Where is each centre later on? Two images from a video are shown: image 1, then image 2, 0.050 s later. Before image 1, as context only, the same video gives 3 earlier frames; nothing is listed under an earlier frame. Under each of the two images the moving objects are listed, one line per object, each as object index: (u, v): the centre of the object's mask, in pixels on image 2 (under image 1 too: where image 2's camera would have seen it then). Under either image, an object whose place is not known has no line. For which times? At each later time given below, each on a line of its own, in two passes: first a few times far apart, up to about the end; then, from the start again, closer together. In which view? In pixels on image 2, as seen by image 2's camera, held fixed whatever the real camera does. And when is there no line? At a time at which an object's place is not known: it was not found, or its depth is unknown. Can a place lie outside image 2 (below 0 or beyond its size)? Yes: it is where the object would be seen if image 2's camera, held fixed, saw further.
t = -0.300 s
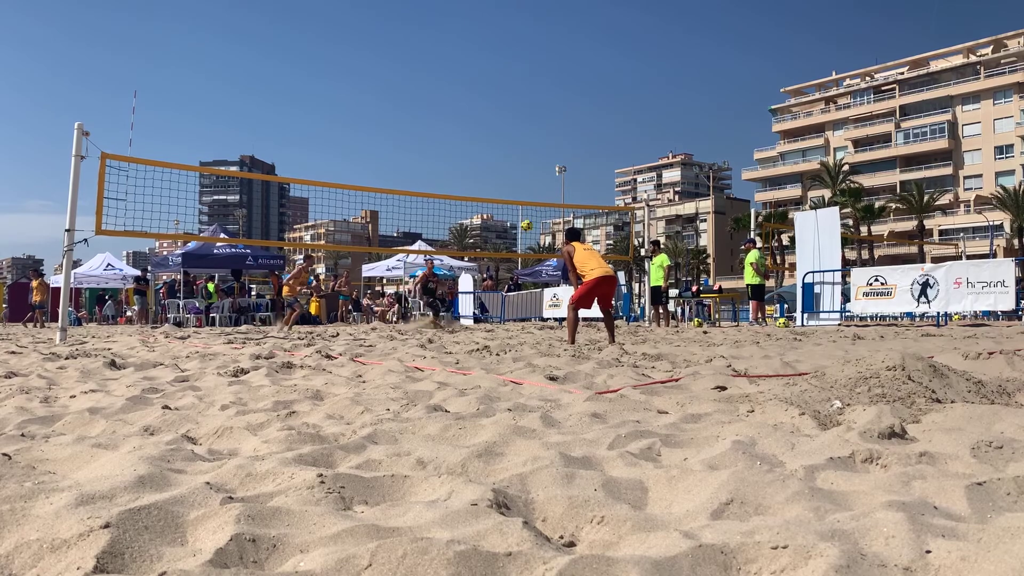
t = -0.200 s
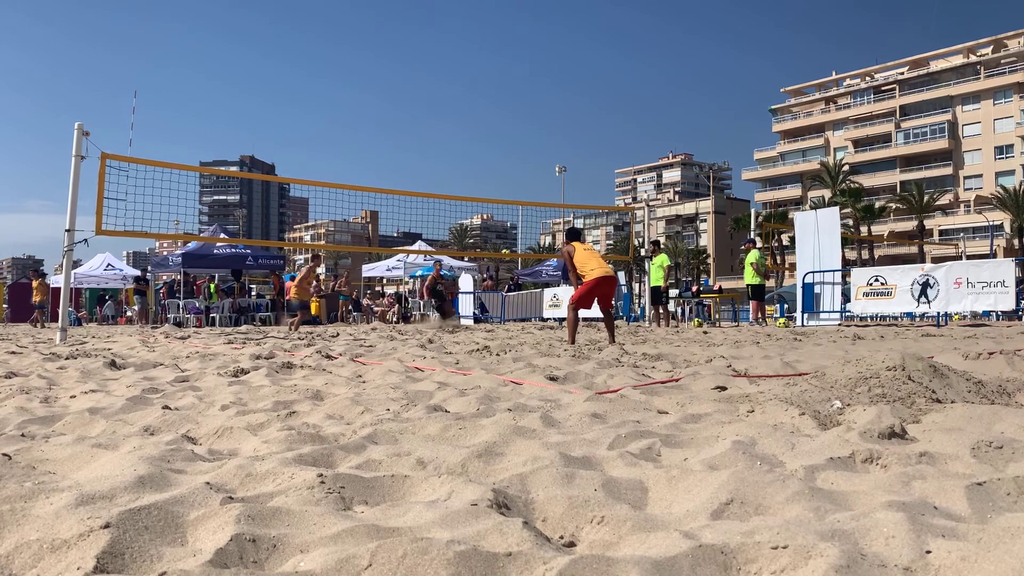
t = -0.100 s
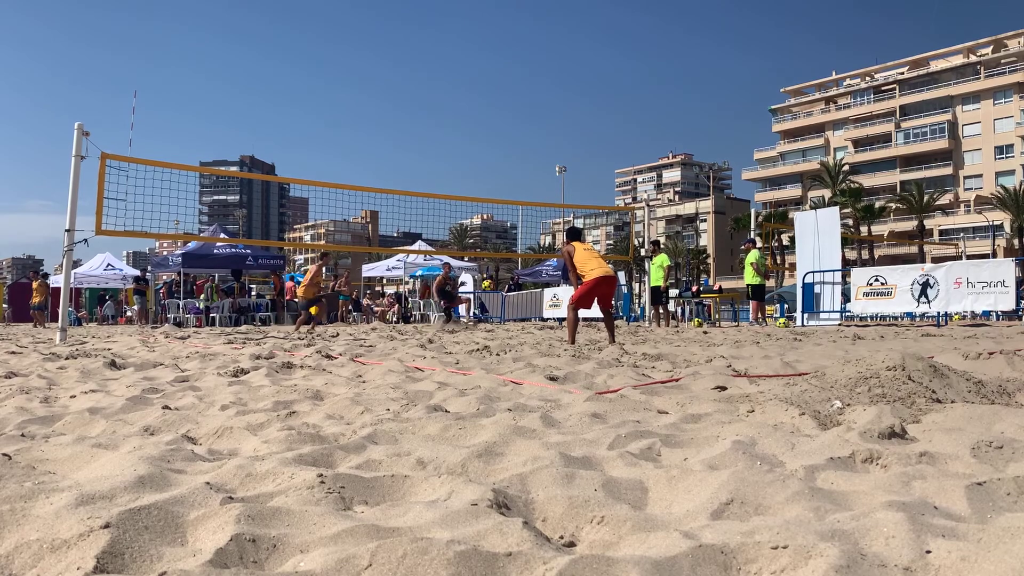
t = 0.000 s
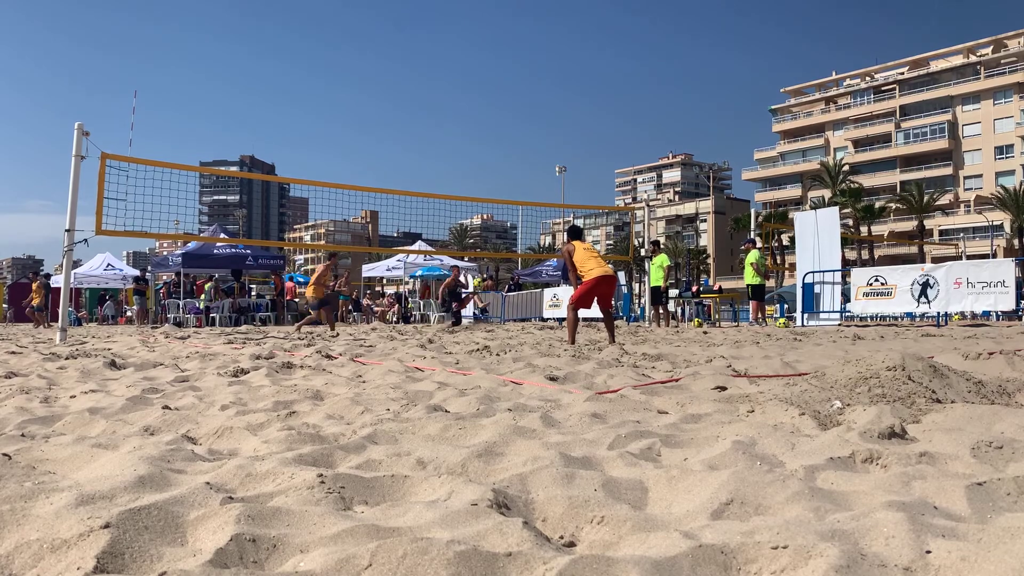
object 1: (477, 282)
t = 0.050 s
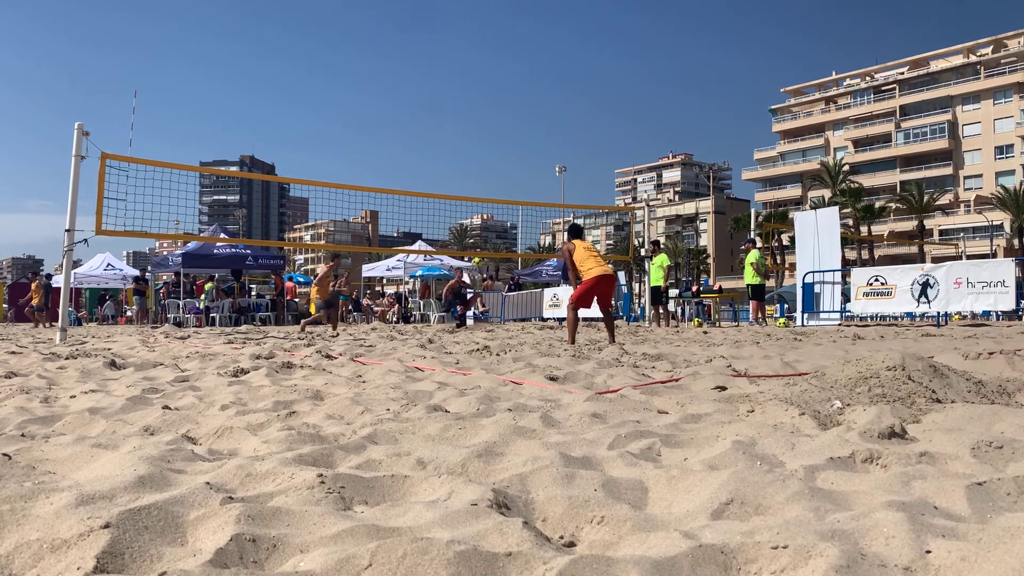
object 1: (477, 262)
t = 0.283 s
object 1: (471, 176)
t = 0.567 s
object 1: (459, 97)
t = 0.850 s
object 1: (442, 54)
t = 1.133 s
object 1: (422, 58)
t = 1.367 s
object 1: (405, 107)
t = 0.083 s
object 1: (476, 247)
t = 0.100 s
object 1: (475, 242)
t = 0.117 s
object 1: (474, 235)
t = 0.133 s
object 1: (473, 228)
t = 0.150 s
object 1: (474, 223)
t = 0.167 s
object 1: (474, 216)
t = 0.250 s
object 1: (472, 187)
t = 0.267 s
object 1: (471, 182)
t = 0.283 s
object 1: (471, 176)
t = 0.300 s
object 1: (470, 170)
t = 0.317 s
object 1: (470, 165)
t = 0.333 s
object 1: (469, 160)
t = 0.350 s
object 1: (469, 155)
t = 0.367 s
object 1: (468, 150)
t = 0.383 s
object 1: (467, 145)
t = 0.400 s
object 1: (466, 140)
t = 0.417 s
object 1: (466, 135)
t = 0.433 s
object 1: (465, 130)
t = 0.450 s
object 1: (464, 126)
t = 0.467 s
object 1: (464, 122)
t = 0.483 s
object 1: (463, 117)
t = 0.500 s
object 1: (462, 113)
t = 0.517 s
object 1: (461, 109)
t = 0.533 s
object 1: (460, 105)
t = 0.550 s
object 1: (459, 101)
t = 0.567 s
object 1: (459, 97)
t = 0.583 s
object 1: (458, 94)
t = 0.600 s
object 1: (457, 90)
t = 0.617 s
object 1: (456, 87)
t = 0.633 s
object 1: (455, 84)
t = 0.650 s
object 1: (454, 81)
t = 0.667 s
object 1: (453, 78)
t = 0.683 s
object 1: (452, 75)
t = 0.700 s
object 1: (451, 72)
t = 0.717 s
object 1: (450, 69)
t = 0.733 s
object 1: (450, 67)
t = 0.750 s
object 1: (449, 65)
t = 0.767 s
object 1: (447, 63)
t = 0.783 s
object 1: (446, 61)
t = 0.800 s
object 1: (445, 59)
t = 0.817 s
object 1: (444, 57)
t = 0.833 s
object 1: (443, 56)
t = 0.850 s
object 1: (442, 54)
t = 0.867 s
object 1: (441, 53)
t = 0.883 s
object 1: (440, 52)
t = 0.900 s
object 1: (439, 51)
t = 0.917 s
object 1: (438, 51)
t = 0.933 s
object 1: (437, 50)
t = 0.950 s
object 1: (436, 50)
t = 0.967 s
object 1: (434, 49)
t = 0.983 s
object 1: (433, 49)
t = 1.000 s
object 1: (432, 49)
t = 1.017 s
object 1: (431, 50)
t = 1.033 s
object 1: (430, 50)
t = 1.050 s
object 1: (428, 51)
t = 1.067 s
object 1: (427, 52)
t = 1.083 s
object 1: (426, 53)
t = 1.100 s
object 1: (425, 55)
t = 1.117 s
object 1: (424, 56)
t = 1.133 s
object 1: (422, 58)
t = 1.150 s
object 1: (421, 60)
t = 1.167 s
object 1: (420, 62)
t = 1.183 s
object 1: (418, 65)
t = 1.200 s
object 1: (417, 67)
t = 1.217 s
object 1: (416, 70)
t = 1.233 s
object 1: (415, 73)
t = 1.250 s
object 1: (414, 76)
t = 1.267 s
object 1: (412, 80)
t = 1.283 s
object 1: (411, 84)
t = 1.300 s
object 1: (410, 88)
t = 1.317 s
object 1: (408, 93)
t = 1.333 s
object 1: (407, 97)
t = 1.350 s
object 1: (406, 102)
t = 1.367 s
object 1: (405, 107)
